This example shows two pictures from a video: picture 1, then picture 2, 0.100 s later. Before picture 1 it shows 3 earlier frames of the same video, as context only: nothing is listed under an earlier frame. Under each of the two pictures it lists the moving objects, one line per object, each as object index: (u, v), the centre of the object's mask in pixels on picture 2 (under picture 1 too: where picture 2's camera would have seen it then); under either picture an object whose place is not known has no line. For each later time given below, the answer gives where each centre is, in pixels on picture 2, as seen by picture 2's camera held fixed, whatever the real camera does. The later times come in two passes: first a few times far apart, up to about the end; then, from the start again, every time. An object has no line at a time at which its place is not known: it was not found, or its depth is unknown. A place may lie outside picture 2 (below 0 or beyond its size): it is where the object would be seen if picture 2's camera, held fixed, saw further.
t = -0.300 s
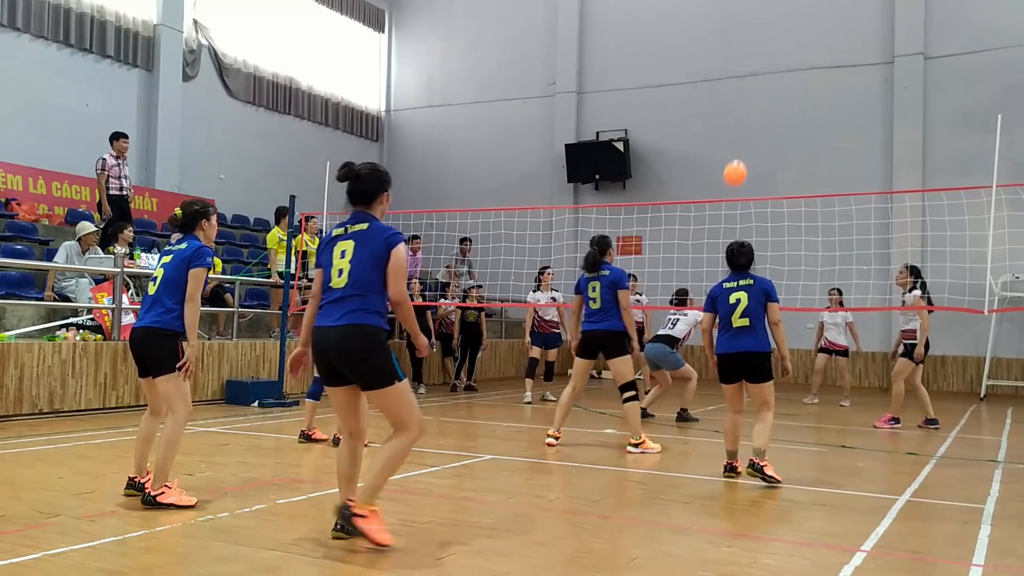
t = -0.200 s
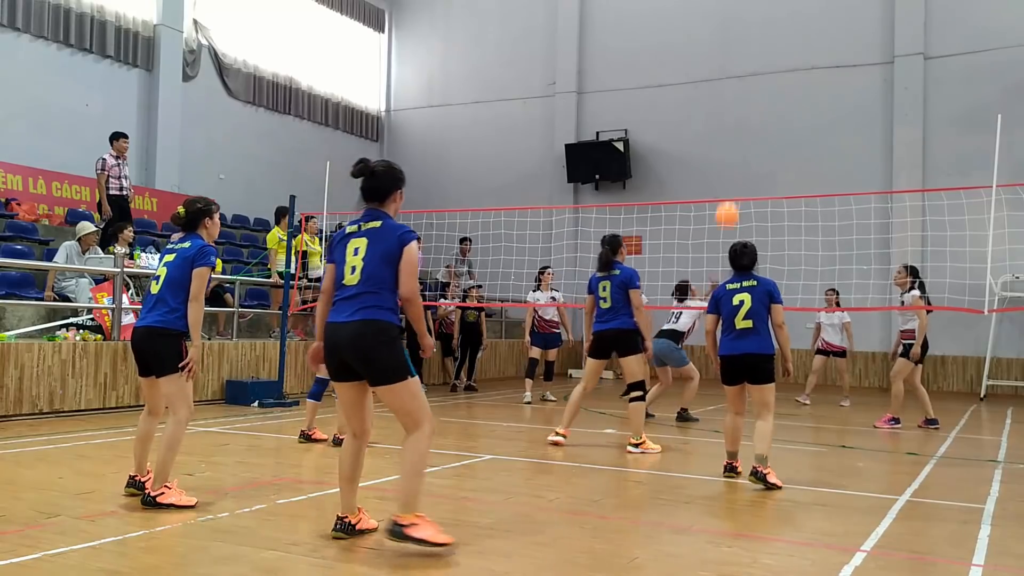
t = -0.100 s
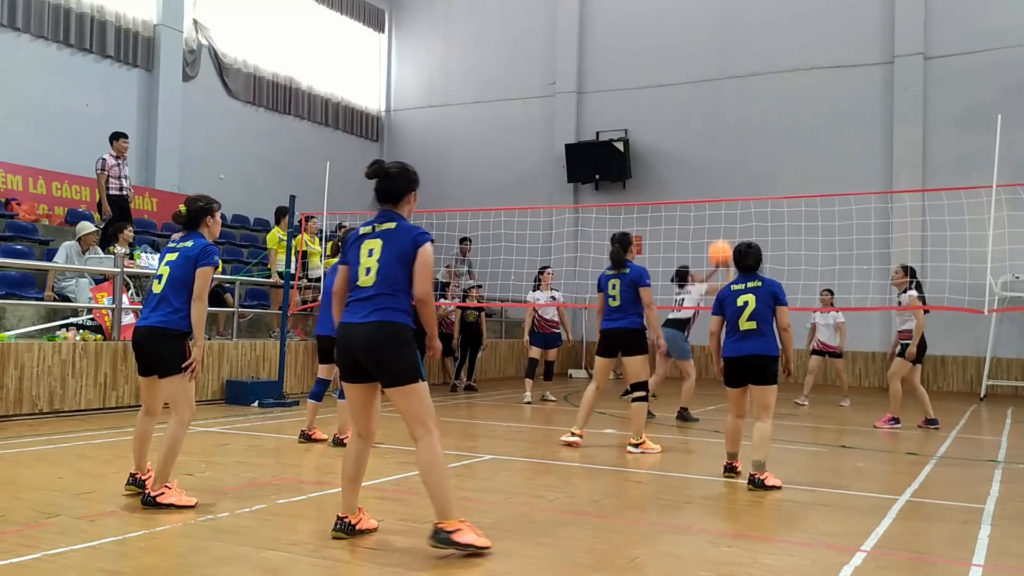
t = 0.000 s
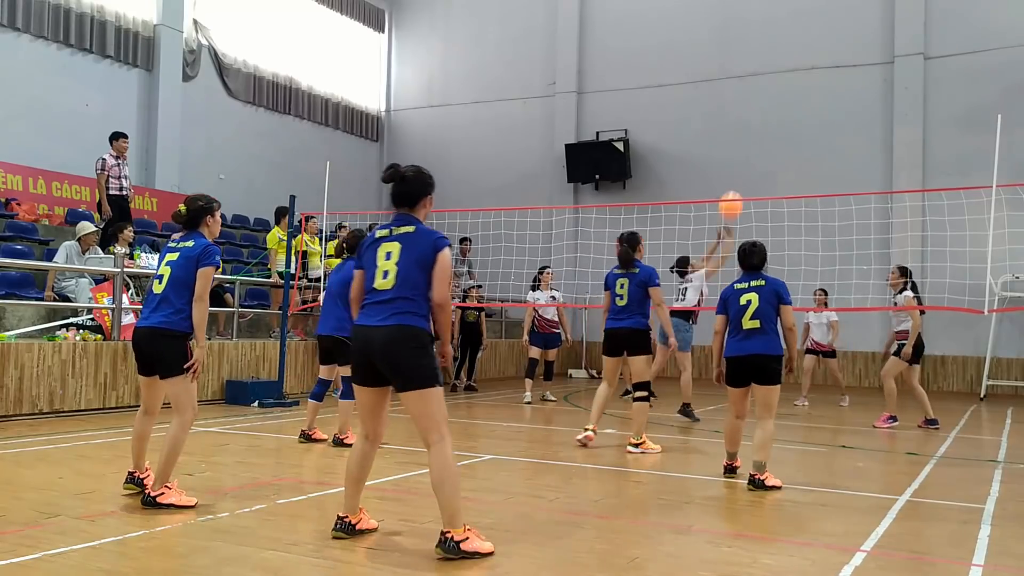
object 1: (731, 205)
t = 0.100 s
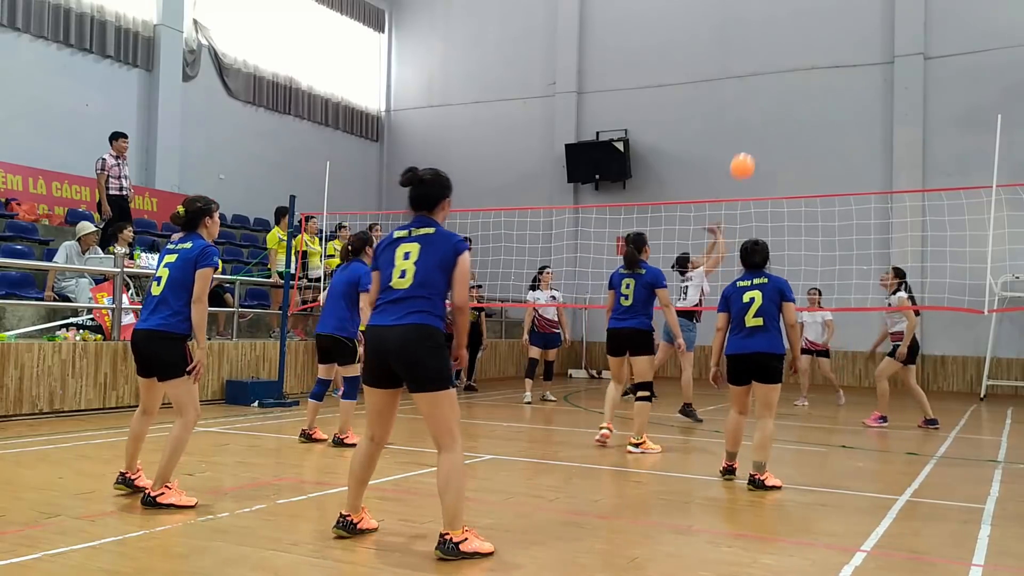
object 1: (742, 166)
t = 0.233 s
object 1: (757, 129)
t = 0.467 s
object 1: (781, 105)
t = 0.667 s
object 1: (800, 125)
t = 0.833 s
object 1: (816, 169)
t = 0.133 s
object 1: (746, 155)
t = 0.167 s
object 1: (750, 146)
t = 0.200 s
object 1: (753, 137)
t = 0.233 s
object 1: (757, 129)
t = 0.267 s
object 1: (760, 123)
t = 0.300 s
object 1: (764, 117)
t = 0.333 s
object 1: (767, 113)
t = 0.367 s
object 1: (771, 109)
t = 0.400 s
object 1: (774, 107)
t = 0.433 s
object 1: (778, 106)
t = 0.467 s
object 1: (781, 105)
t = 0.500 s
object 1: (784, 106)
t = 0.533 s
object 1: (787, 108)
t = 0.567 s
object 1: (791, 110)
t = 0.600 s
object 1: (794, 114)
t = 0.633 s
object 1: (797, 119)
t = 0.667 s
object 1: (800, 125)
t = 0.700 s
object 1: (804, 131)
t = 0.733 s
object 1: (807, 140)
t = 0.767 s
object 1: (810, 148)
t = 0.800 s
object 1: (813, 158)
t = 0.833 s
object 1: (816, 169)
